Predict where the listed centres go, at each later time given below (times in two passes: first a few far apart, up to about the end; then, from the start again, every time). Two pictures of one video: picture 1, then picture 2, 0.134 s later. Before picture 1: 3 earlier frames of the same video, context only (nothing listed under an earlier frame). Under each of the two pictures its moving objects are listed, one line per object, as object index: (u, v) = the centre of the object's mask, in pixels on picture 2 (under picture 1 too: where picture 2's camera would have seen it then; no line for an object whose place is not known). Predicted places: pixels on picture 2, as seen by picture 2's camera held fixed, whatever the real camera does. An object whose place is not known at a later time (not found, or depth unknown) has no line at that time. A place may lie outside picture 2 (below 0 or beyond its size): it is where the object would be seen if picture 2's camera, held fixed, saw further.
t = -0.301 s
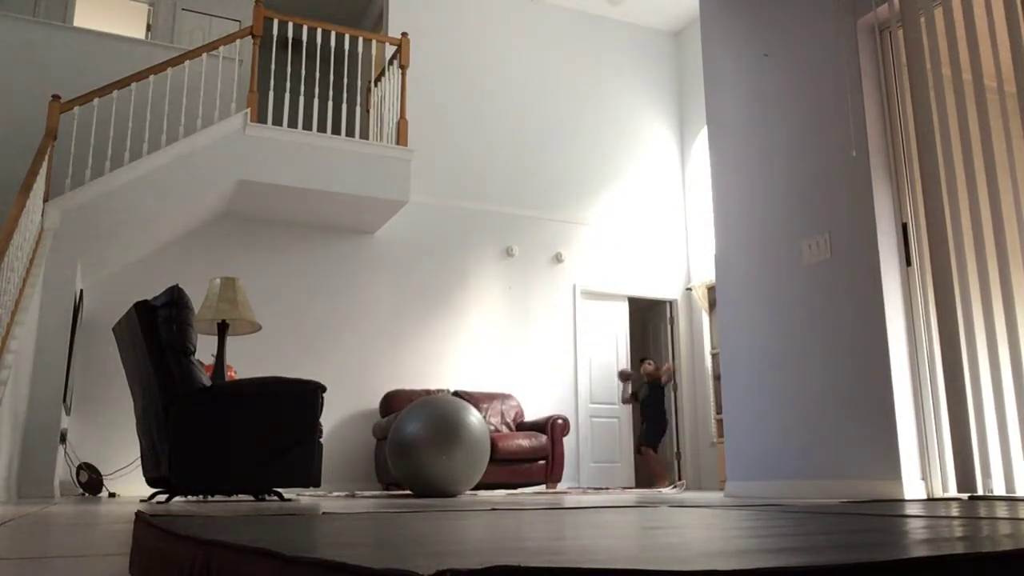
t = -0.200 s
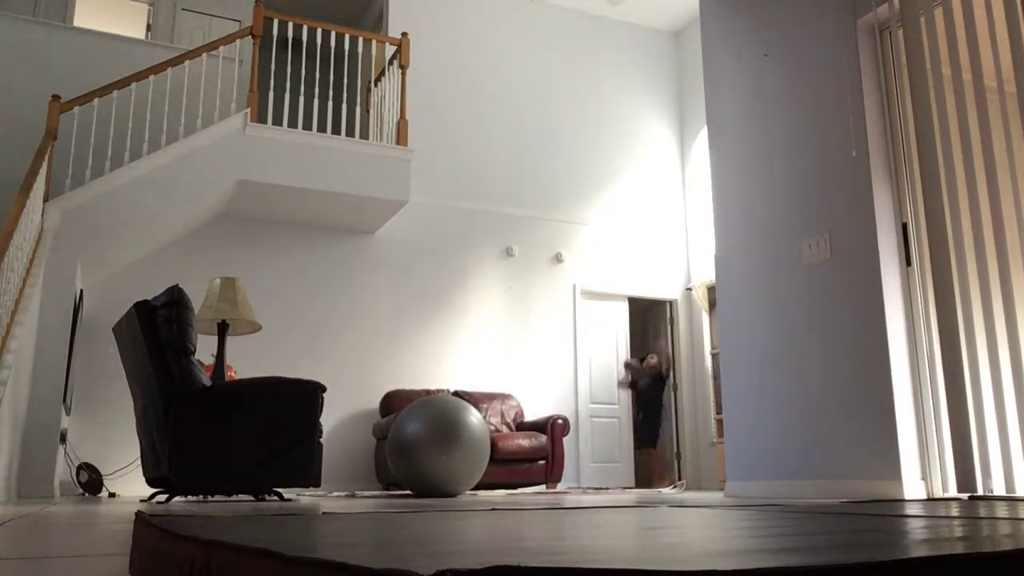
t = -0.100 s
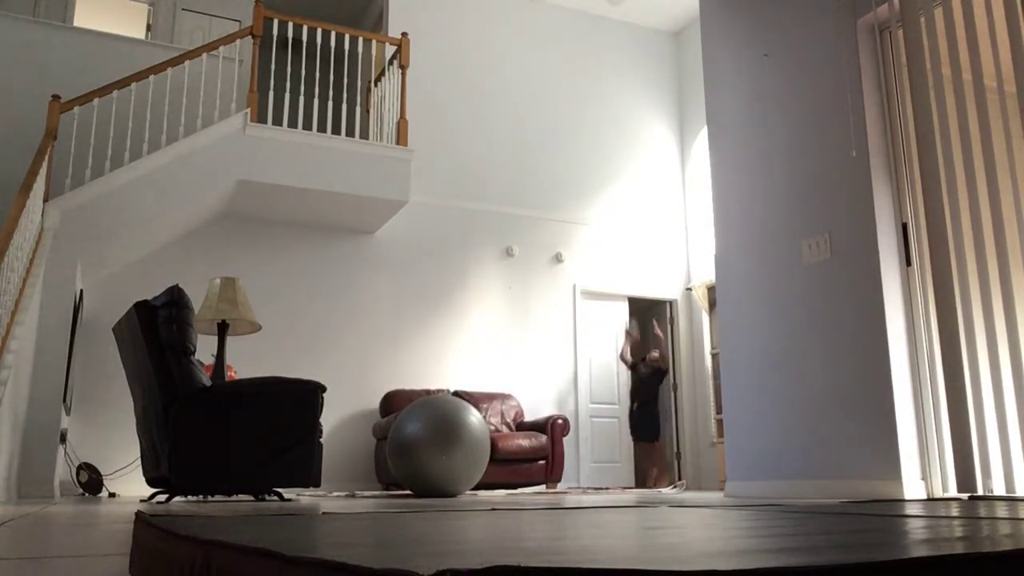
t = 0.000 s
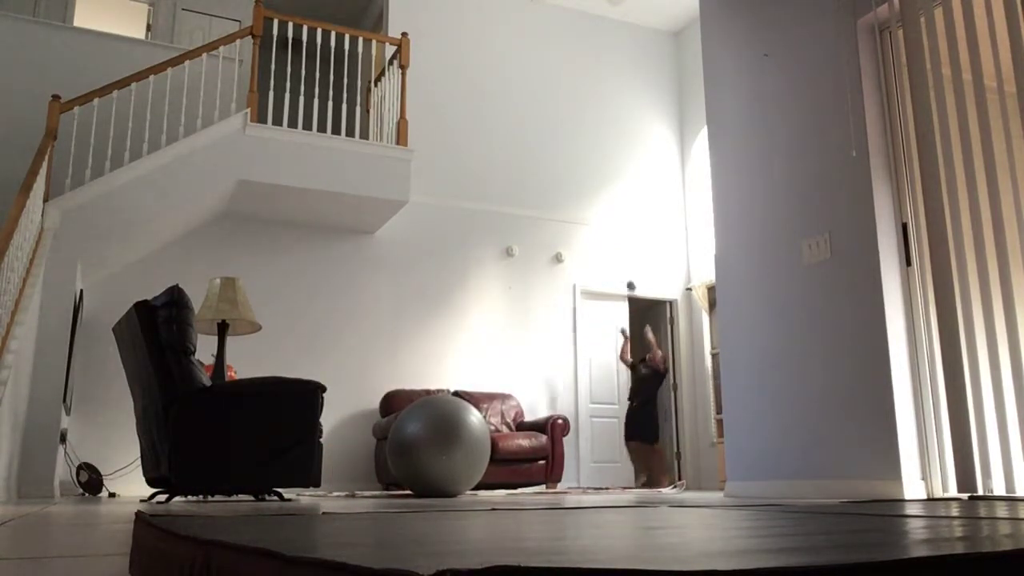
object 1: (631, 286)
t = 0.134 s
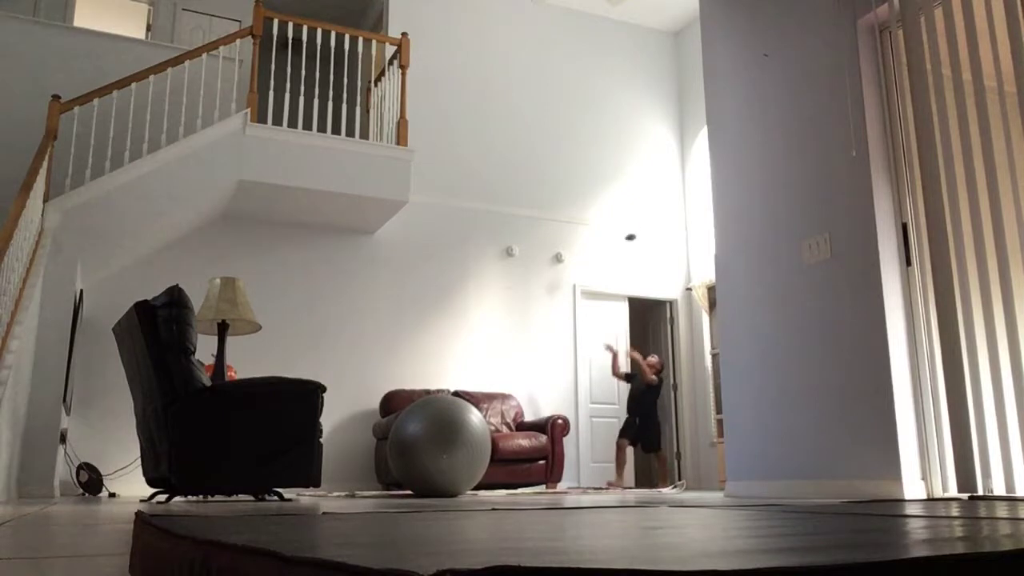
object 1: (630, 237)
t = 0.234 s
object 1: (631, 210)
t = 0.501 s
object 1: (633, 189)
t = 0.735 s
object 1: (638, 227)
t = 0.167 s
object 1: (630, 227)
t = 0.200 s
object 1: (630, 218)
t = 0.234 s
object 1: (631, 210)
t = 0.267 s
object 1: (631, 204)
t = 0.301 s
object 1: (631, 199)
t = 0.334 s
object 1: (631, 194)
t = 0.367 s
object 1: (632, 191)
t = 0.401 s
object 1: (632, 189)
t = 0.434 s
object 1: (632, 188)
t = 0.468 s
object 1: (633, 188)
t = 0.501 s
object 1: (633, 189)
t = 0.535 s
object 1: (634, 191)
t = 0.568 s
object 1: (634, 194)
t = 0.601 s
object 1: (635, 198)
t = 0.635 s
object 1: (636, 203)
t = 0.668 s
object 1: (637, 210)
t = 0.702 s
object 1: (638, 218)
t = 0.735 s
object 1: (638, 227)
